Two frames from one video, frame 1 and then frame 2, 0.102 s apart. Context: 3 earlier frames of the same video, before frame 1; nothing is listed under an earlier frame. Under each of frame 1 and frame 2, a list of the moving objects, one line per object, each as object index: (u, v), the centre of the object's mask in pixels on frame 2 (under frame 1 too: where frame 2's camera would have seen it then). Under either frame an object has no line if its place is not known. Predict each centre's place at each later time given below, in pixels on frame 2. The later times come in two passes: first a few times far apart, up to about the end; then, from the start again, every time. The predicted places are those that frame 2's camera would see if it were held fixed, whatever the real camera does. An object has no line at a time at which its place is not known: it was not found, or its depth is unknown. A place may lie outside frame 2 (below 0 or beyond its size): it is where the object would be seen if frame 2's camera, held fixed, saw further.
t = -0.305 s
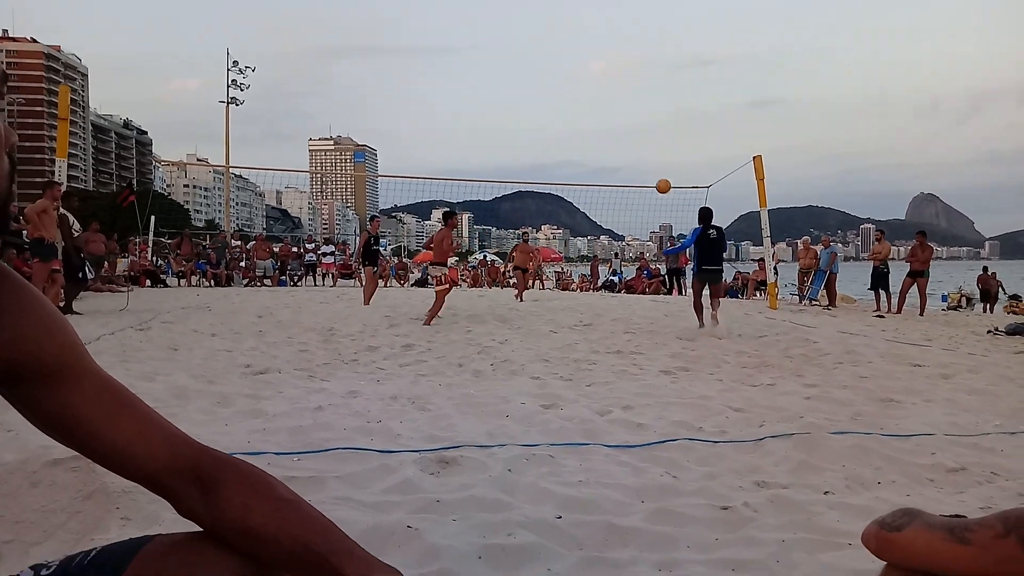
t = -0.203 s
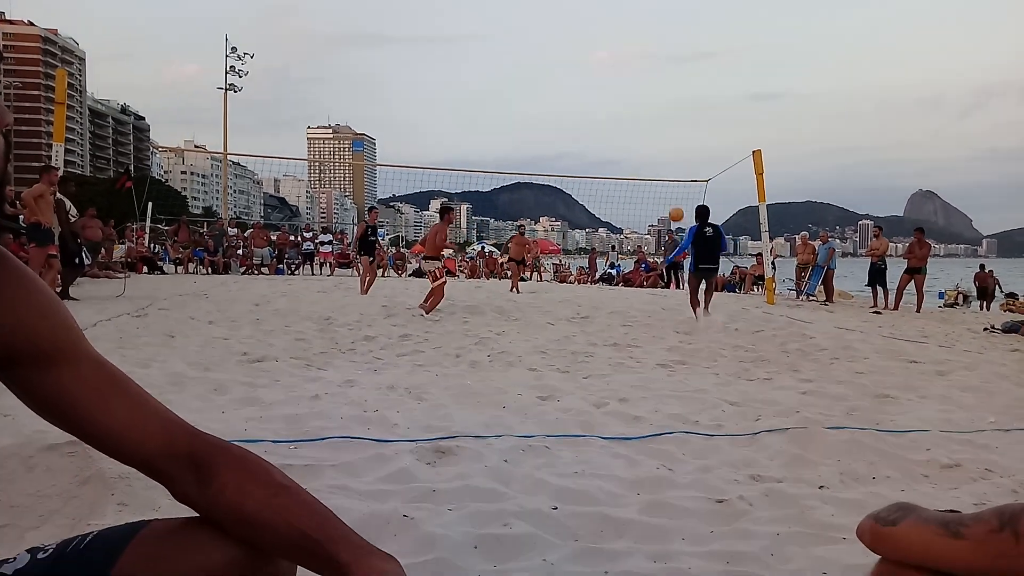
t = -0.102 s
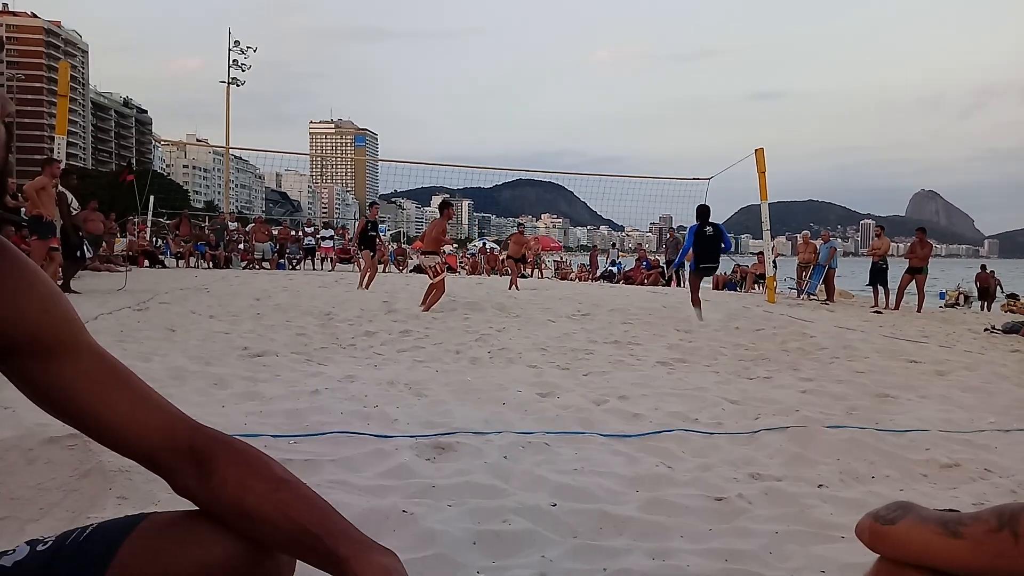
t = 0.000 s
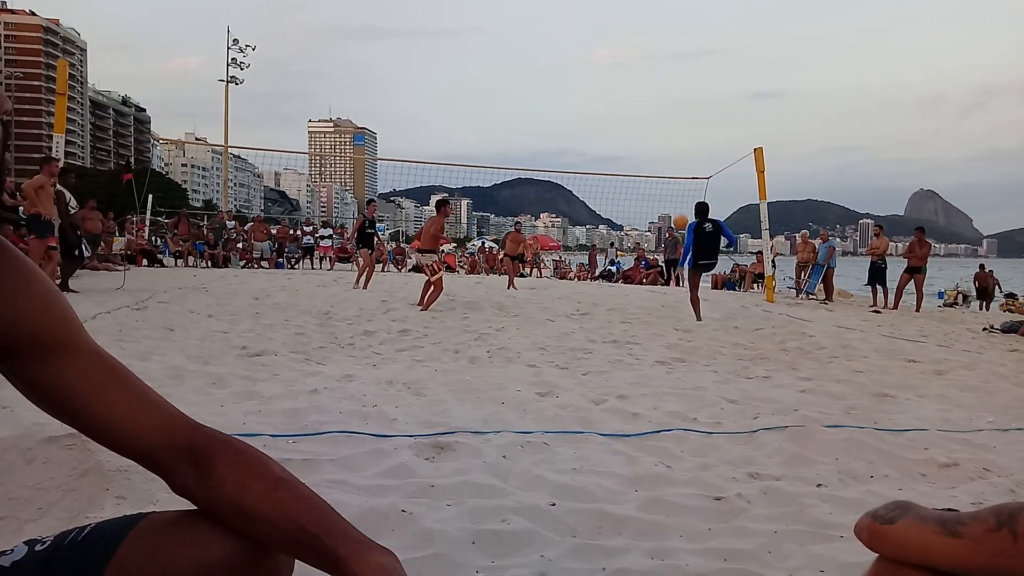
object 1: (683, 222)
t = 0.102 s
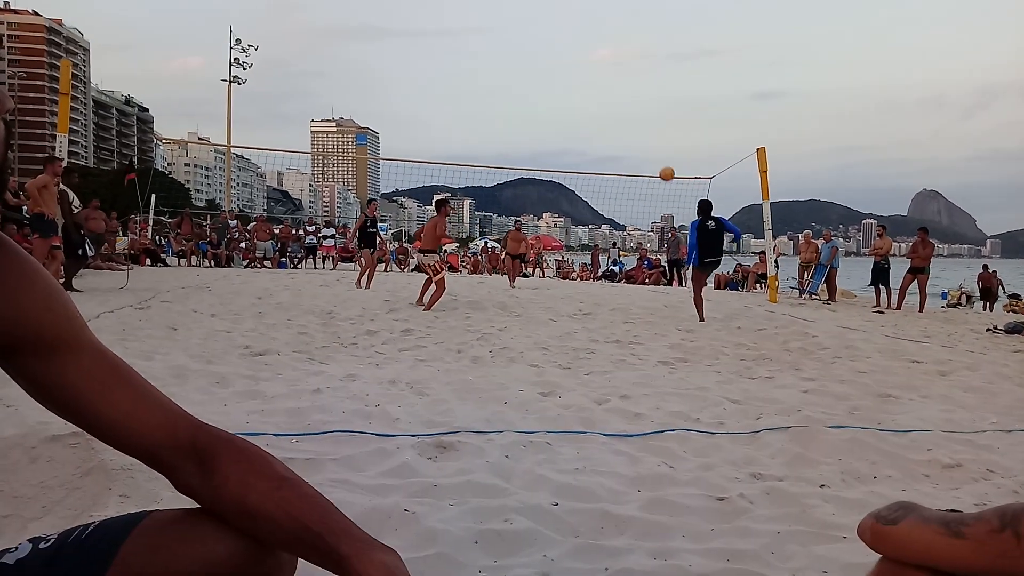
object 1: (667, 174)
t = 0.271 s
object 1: (640, 109)
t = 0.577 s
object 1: (589, 42)
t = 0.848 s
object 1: (542, 36)
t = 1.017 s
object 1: (513, 59)
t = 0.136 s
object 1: (661, 159)
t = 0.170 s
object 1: (656, 146)
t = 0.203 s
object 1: (651, 133)
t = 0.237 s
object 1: (645, 120)
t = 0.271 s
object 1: (640, 109)
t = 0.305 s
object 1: (634, 98)
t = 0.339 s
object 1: (628, 88)
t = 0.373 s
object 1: (623, 80)
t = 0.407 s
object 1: (617, 71)
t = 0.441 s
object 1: (612, 64)
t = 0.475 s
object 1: (606, 57)
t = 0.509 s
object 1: (600, 51)
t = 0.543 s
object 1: (594, 46)
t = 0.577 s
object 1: (589, 42)
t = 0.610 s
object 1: (583, 38)
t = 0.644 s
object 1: (577, 35)
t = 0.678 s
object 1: (571, 33)
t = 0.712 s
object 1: (566, 33)
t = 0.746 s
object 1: (560, 32)
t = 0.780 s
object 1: (554, 33)
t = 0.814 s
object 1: (548, 34)
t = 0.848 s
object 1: (542, 36)
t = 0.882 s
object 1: (536, 39)
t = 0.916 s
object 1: (530, 43)
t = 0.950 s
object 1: (524, 47)
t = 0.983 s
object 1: (519, 53)
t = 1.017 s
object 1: (513, 59)
